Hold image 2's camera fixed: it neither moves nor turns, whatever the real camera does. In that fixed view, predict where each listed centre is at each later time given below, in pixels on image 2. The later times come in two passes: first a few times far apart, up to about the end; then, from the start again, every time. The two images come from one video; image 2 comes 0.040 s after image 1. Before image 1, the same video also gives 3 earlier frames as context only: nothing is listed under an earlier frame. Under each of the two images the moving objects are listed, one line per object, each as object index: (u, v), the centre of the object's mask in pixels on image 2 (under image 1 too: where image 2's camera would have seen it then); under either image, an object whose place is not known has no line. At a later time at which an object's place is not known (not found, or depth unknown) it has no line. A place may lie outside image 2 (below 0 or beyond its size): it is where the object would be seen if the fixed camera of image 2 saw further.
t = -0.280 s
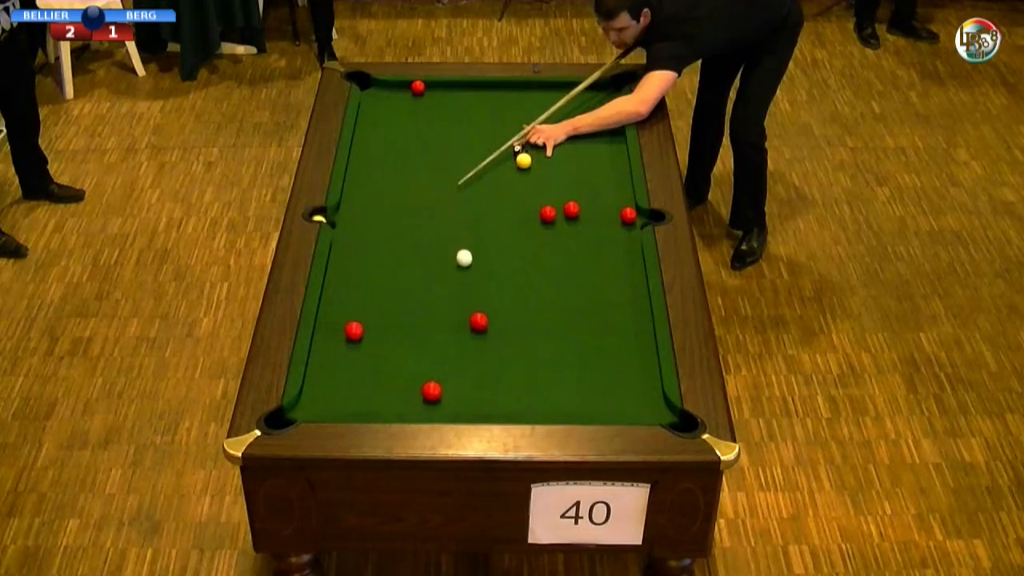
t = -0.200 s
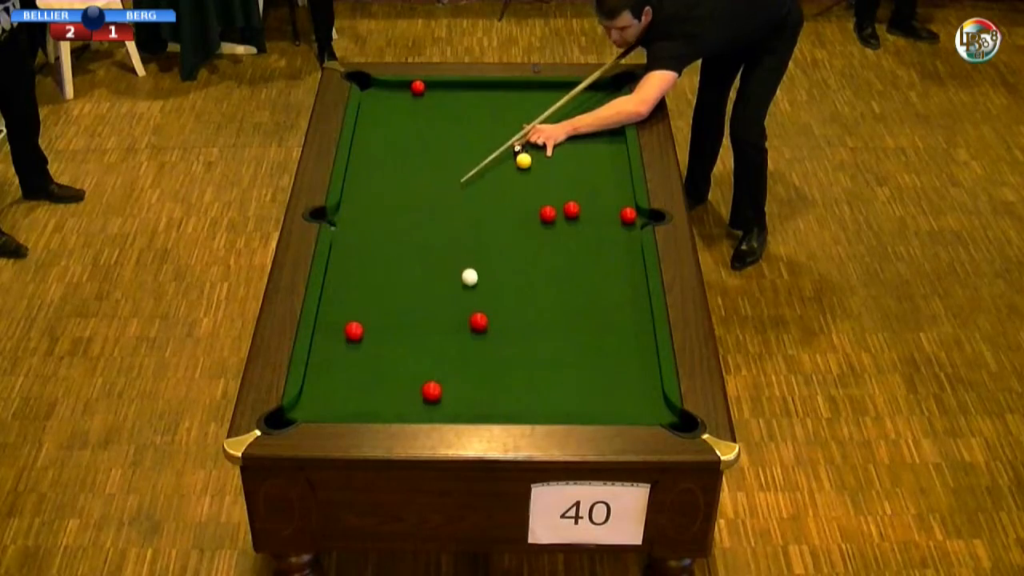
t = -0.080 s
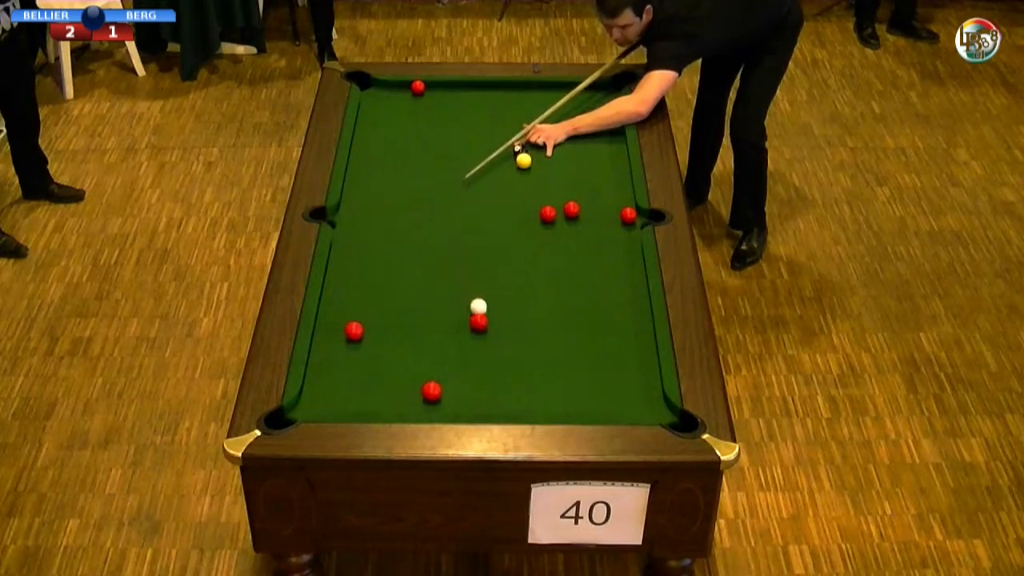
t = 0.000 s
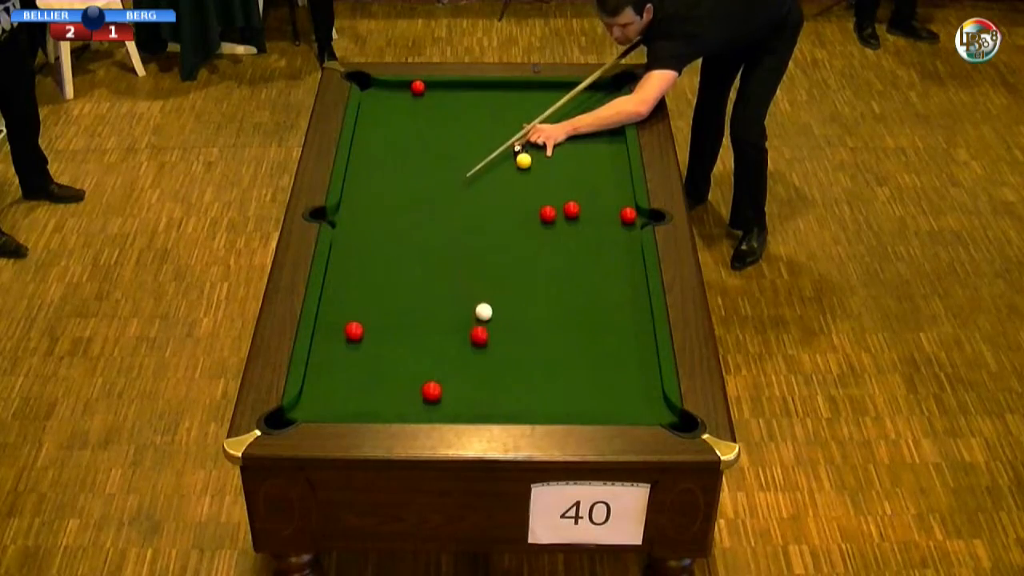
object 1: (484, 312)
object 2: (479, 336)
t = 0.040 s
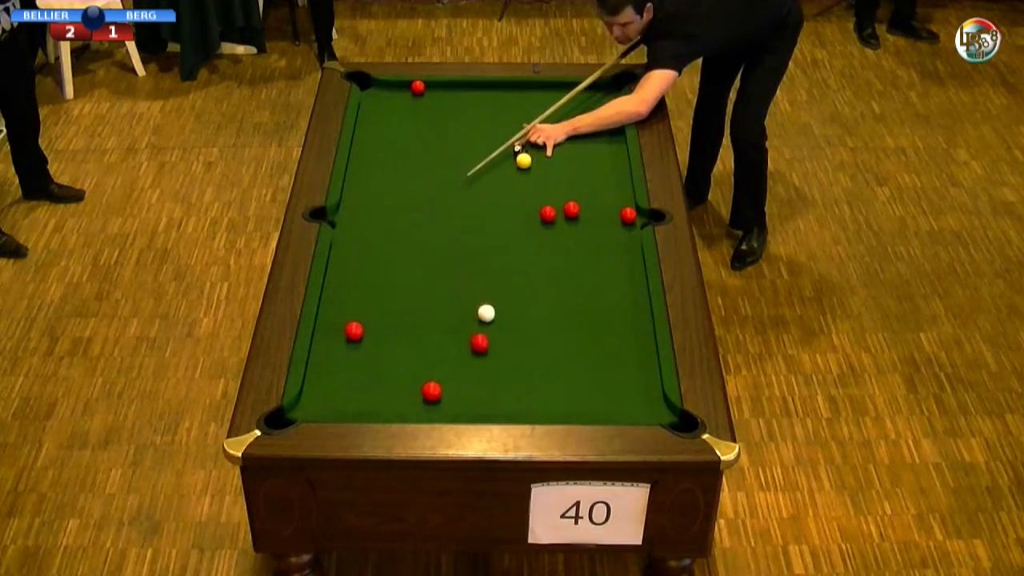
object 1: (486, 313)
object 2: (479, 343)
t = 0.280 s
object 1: (501, 325)
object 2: (482, 383)
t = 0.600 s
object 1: (520, 340)
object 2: (486, 394)
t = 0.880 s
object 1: (535, 351)
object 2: (490, 365)
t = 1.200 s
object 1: (550, 362)
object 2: (494, 336)
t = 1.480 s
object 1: (562, 370)
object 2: (497, 314)
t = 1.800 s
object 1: (573, 377)
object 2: (500, 291)
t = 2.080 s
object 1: (580, 382)
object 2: (501, 274)
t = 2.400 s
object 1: (587, 385)
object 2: (503, 257)
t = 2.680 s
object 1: (590, 386)
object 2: (504, 243)
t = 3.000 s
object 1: (591, 386)
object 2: (505, 231)
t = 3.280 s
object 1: (590, 386)
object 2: (507, 222)
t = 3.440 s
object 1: (591, 386)
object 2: (507, 217)
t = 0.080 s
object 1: (489, 315)
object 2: (480, 350)
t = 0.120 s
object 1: (491, 317)
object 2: (480, 357)
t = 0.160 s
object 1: (494, 319)
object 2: (481, 363)
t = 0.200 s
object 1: (496, 321)
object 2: (481, 370)
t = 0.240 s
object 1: (499, 323)
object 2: (481, 376)
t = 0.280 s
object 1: (501, 325)
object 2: (482, 383)
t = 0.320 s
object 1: (504, 327)
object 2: (482, 390)
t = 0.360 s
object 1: (506, 329)
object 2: (482, 396)
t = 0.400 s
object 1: (508, 331)
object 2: (483, 402)
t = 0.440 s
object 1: (511, 333)
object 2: (483, 407)
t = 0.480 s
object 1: (513, 334)
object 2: (483, 405)
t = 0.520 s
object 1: (515, 336)
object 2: (484, 402)
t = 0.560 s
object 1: (518, 338)
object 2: (485, 397)
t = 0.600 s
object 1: (520, 340)
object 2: (486, 394)
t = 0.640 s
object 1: (522, 342)
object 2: (486, 389)
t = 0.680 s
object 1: (524, 343)
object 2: (487, 385)
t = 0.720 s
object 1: (527, 345)
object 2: (488, 381)
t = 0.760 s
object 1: (529, 346)
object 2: (488, 377)
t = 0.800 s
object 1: (531, 348)
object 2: (489, 373)
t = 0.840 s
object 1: (533, 350)
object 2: (490, 369)
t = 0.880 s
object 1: (535, 351)
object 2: (490, 365)
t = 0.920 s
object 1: (537, 353)
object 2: (491, 361)
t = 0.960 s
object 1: (539, 354)
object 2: (491, 357)
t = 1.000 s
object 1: (541, 355)
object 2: (492, 353)
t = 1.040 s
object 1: (543, 357)
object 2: (492, 350)
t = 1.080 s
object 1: (545, 358)
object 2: (493, 346)
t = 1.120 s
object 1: (547, 360)
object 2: (493, 343)
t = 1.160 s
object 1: (549, 361)
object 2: (494, 339)
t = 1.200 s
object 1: (550, 362)
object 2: (494, 336)
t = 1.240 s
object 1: (552, 363)
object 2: (495, 332)
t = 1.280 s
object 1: (554, 364)
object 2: (495, 329)
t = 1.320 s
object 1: (556, 366)
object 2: (496, 326)
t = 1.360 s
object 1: (557, 367)
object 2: (496, 323)
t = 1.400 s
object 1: (559, 368)
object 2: (497, 320)
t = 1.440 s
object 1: (560, 369)
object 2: (497, 317)
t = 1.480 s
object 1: (562, 370)
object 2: (497, 314)
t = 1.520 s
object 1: (563, 371)
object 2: (498, 311)
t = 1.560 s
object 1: (565, 372)
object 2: (498, 308)
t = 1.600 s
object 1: (566, 373)
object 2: (498, 305)
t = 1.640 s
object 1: (568, 374)
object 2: (499, 302)
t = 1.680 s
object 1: (569, 375)
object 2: (499, 299)
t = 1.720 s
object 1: (570, 375)
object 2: (499, 296)
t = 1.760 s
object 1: (572, 376)
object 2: (500, 293)
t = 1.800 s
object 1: (573, 377)
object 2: (500, 291)
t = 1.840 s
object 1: (574, 378)
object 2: (500, 288)
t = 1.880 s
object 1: (575, 378)
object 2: (500, 286)
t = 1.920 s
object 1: (576, 379)
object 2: (501, 283)
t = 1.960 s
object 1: (577, 380)
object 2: (501, 281)
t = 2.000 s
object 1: (578, 381)
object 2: (501, 278)
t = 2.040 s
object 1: (579, 381)
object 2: (501, 276)
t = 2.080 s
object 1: (580, 382)
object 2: (501, 274)
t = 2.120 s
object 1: (582, 382)
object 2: (502, 272)
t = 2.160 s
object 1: (582, 383)
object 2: (502, 269)
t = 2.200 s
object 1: (583, 383)
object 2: (502, 267)
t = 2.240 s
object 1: (584, 384)
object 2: (502, 265)
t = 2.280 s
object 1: (585, 384)
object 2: (502, 263)
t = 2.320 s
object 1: (585, 384)
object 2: (502, 261)
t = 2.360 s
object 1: (586, 385)
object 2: (503, 259)
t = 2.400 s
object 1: (587, 385)
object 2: (503, 257)
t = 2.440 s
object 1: (587, 385)
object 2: (503, 255)
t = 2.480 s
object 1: (588, 385)
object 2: (503, 253)
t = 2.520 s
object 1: (588, 386)
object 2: (503, 251)
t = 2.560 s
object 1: (589, 386)
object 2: (503, 249)
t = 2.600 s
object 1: (589, 386)
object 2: (503, 247)
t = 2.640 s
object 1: (590, 386)
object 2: (504, 245)
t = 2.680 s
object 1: (590, 386)
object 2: (504, 243)
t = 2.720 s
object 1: (590, 386)
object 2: (504, 242)
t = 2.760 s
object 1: (590, 386)
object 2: (504, 240)
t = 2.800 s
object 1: (591, 386)
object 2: (504, 238)
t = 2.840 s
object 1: (591, 386)
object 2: (504, 237)
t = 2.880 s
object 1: (591, 386)
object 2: (505, 235)
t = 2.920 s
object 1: (591, 386)
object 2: (505, 234)
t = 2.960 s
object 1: (591, 386)
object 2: (505, 232)
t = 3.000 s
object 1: (591, 386)
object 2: (505, 231)
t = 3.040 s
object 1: (591, 386)
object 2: (505, 230)
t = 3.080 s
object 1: (591, 386)
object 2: (505, 228)
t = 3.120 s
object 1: (591, 386)
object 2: (506, 227)
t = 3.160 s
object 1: (591, 386)
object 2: (506, 225)
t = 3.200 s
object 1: (591, 386)
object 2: (506, 224)
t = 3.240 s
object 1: (591, 386)
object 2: (506, 223)
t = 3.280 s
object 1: (590, 386)
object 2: (507, 222)
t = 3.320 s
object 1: (590, 386)
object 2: (507, 221)
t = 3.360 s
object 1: (590, 386)
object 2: (507, 219)
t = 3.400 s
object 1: (591, 386)
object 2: (507, 218)
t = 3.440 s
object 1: (591, 386)
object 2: (507, 217)
